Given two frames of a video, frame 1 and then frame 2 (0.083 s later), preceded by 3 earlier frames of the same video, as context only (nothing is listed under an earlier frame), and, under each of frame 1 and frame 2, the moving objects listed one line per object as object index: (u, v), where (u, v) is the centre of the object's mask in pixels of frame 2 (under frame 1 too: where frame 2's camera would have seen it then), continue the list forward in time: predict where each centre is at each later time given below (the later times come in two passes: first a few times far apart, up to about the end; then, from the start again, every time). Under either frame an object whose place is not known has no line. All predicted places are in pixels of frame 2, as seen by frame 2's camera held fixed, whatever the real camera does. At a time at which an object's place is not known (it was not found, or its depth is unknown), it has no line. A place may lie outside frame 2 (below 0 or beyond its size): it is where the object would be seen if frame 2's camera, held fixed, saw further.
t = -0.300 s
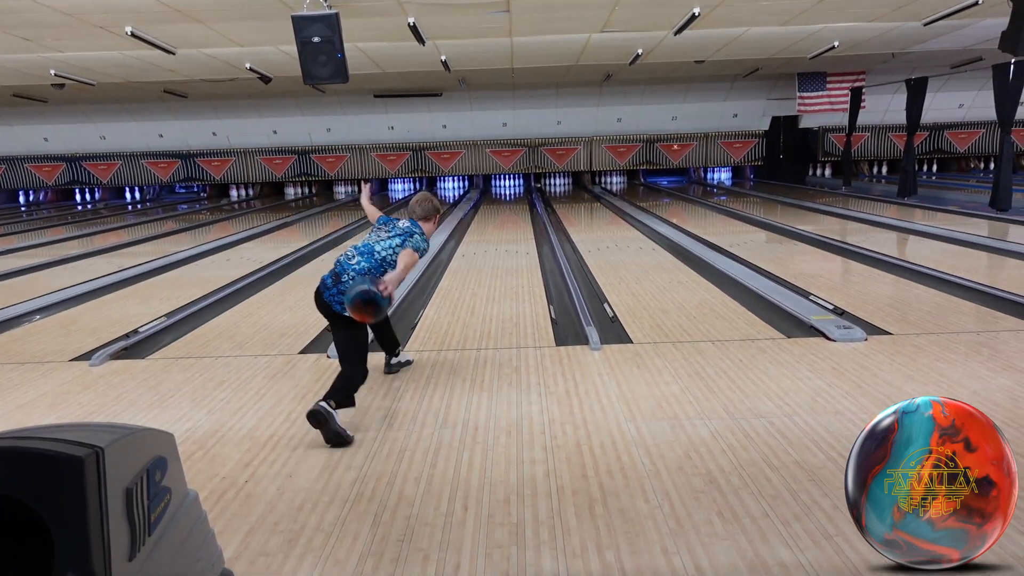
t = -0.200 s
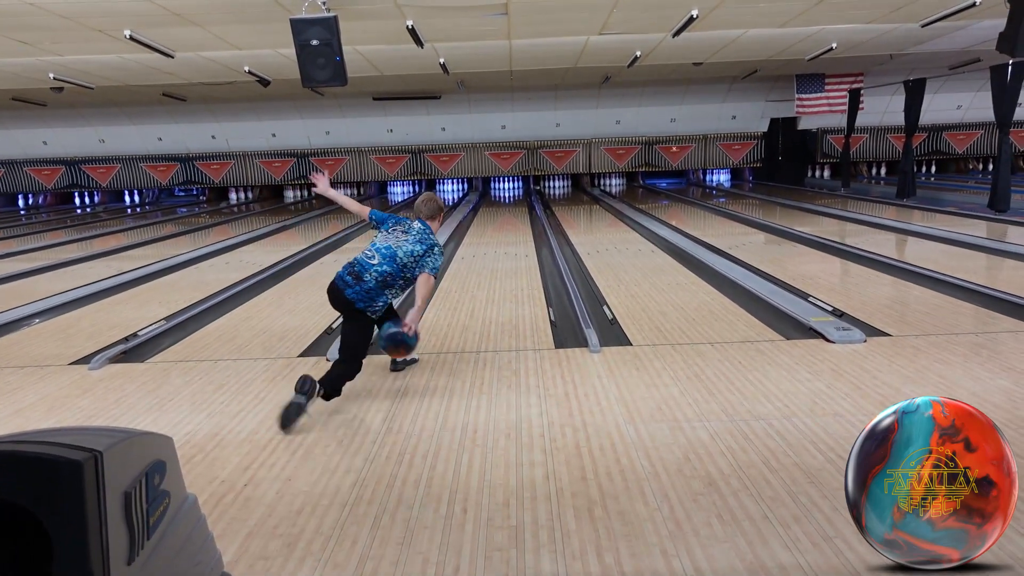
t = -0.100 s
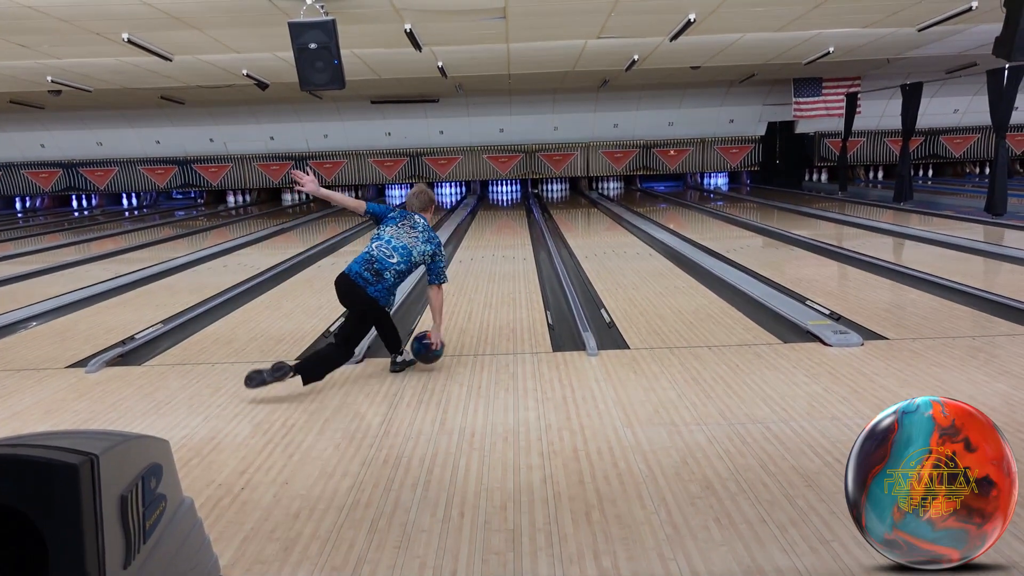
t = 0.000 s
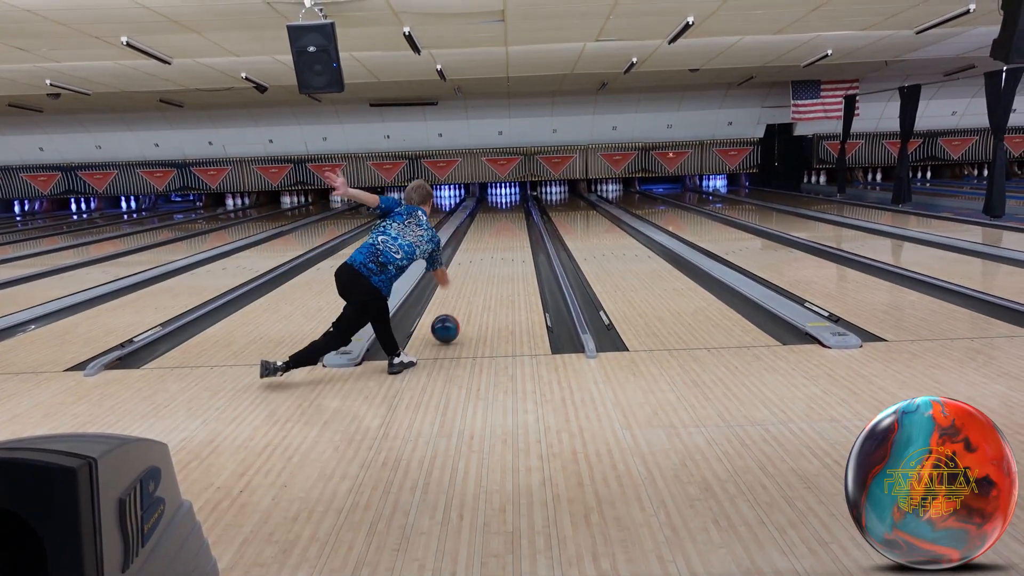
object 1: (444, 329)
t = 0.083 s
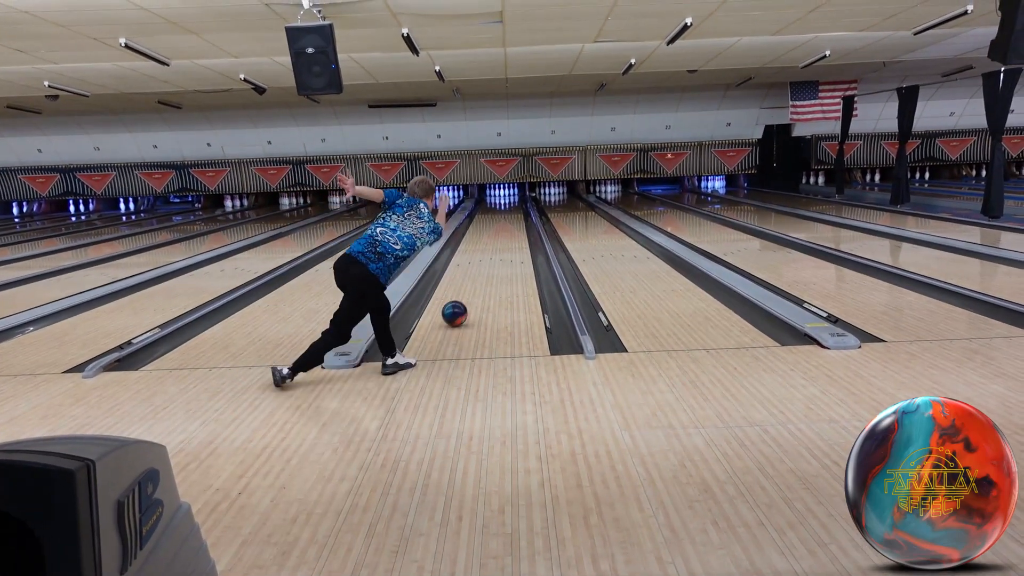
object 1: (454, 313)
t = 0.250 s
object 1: (470, 286)
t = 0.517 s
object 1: (486, 257)
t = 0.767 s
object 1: (495, 240)
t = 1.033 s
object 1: (503, 226)
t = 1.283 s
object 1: (507, 217)
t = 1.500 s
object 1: (510, 212)
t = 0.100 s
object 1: (456, 310)
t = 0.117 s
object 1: (458, 307)
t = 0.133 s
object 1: (460, 304)
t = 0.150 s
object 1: (461, 301)
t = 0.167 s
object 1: (463, 298)
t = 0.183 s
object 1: (464, 296)
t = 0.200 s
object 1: (466, 293)
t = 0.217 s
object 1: (467, 291)
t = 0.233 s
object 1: (468, 288)
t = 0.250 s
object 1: (470, 286)
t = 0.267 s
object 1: (471, 284)
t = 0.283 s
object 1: (472, 282)
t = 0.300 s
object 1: (474, 279)
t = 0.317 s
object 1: (475, 277)
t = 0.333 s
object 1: (476, 275)
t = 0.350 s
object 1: (477, 274)
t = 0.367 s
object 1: (478, 272)
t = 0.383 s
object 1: (479, 270)
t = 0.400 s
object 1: (480, 268)
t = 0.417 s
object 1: (481, 266)
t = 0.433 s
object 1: (482, 265)
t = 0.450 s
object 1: (482, 263)
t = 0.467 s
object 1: (483, 262)
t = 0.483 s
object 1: (484, 260)
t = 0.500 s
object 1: (485, 259)
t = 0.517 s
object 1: (486, 257)
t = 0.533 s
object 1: (487, 256)
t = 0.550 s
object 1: (487, 254)
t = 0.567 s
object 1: (488, 253)
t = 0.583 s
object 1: (489, 252)
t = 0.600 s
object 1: (490, 251)
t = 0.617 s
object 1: (490, 249)
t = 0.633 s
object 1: (491, 248)
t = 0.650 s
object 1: (492, 247)
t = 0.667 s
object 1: (492, 246)
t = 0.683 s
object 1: (493, 245)
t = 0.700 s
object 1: (493, 244)
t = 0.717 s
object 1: (494, 243)
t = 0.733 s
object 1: (494, 242)
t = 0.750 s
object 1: (495, 241)
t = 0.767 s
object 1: (495, 240)
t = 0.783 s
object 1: (496, 239)
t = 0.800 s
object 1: (497, 238)
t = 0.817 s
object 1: (497, 237)
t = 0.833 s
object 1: (498, 236)
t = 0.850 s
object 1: (498, 235)
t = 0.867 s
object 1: (499, 234)
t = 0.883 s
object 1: (499, 234)
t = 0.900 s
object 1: (500, 233)
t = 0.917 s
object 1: (500, 232)
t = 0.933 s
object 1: (500, 231)
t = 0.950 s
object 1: (501, 230)
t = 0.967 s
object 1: (501, 229)
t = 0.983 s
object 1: (502, 229)
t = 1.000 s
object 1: (502, 228)
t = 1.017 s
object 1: (502, 227)
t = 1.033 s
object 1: (503, 226)
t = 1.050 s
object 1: (503, 226)
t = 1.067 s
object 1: (503, 225)
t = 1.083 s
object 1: (504, 224)
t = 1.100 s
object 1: (504, 224)
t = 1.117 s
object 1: (505, 223)
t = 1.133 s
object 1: (505, 222)
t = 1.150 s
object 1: (505, 222)
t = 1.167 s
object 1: (505, 221)
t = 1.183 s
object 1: (506, 220)
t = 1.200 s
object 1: (506, 220)
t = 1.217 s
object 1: (506, 219)
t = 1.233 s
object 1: (507, 219)
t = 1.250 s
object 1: (507, 218)
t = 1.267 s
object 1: (507, 218)
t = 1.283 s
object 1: (507, 217)
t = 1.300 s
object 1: (508, 217)
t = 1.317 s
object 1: (508, 216)
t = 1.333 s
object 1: (508, 216)
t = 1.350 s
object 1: (508, 215)
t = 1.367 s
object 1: (508, 215)
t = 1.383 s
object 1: (509, 215)
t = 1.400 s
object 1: (509, 215)
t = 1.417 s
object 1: (509, 215)
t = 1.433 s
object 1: (509, 214)
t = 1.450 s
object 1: (510, 213)
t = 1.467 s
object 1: (510, 213)
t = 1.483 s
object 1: (510, 213)
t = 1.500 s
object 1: (510, 212)
